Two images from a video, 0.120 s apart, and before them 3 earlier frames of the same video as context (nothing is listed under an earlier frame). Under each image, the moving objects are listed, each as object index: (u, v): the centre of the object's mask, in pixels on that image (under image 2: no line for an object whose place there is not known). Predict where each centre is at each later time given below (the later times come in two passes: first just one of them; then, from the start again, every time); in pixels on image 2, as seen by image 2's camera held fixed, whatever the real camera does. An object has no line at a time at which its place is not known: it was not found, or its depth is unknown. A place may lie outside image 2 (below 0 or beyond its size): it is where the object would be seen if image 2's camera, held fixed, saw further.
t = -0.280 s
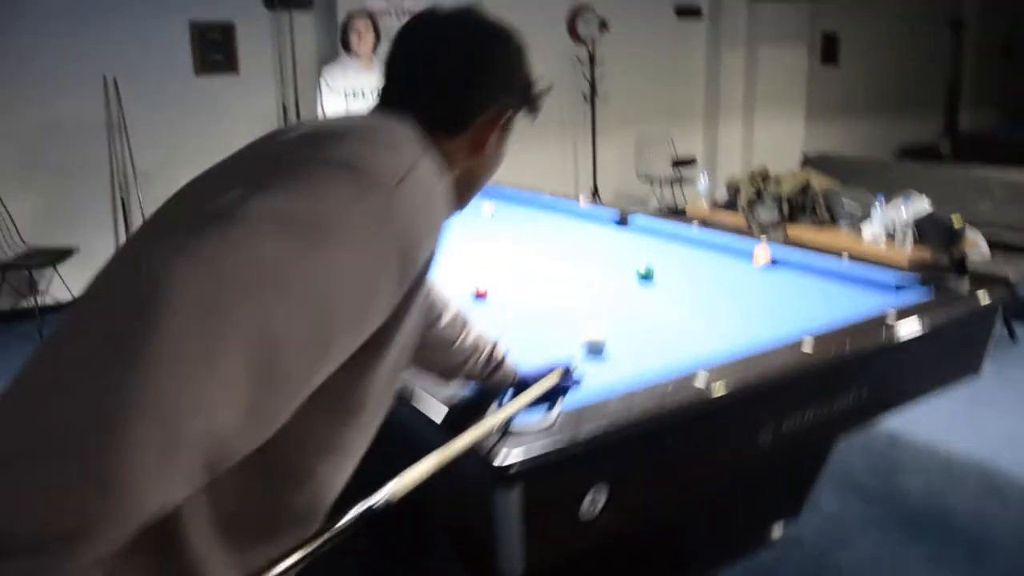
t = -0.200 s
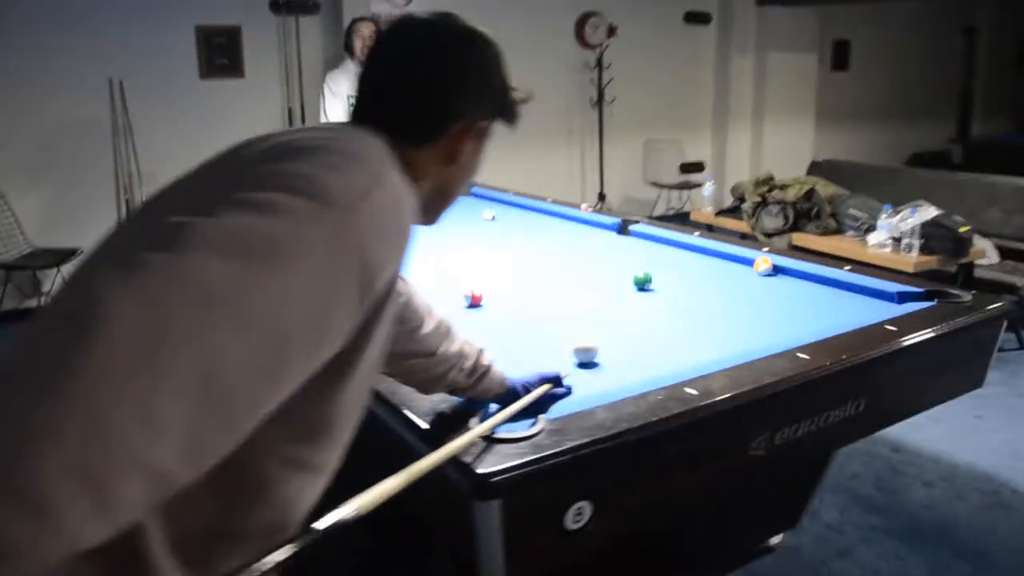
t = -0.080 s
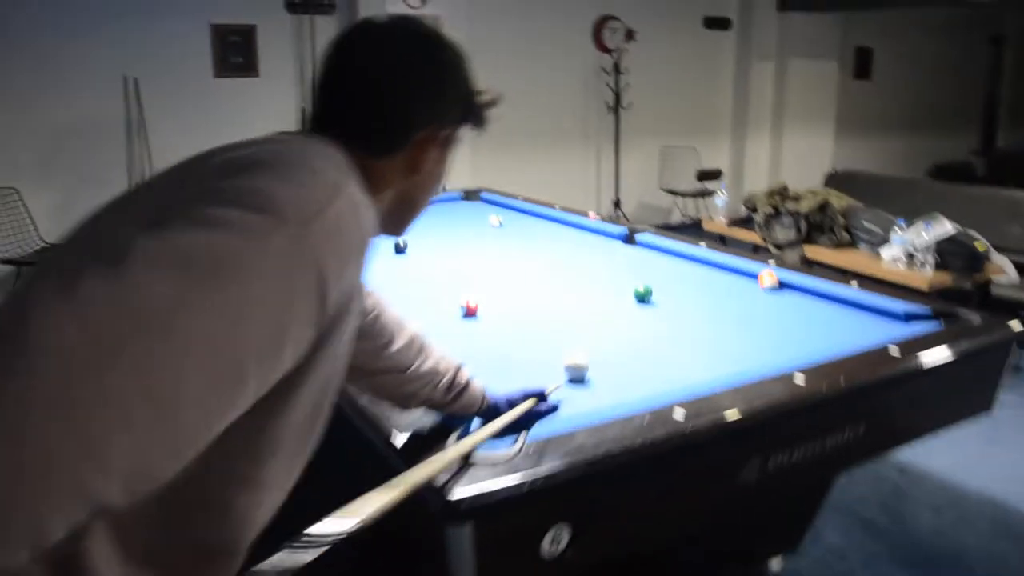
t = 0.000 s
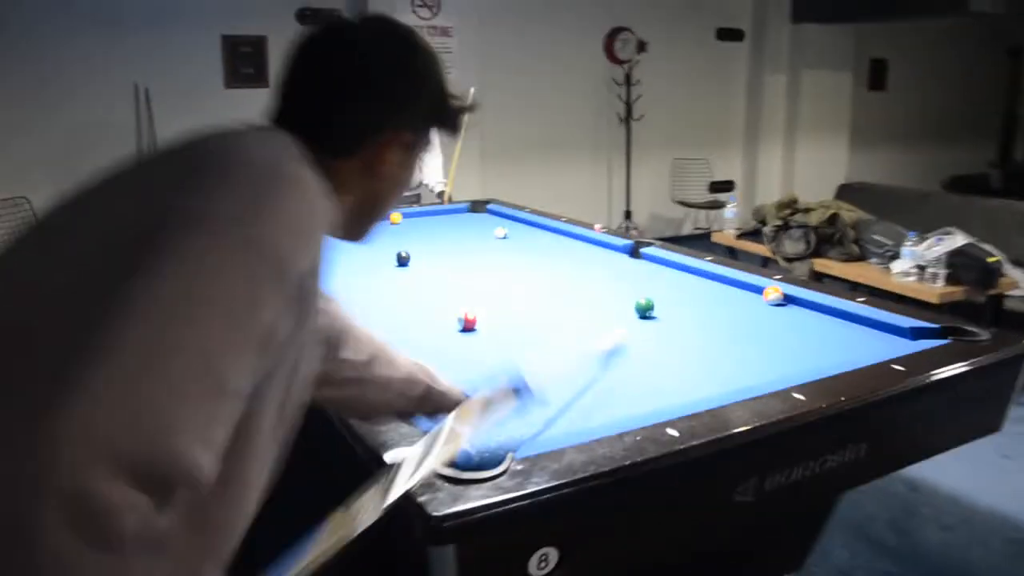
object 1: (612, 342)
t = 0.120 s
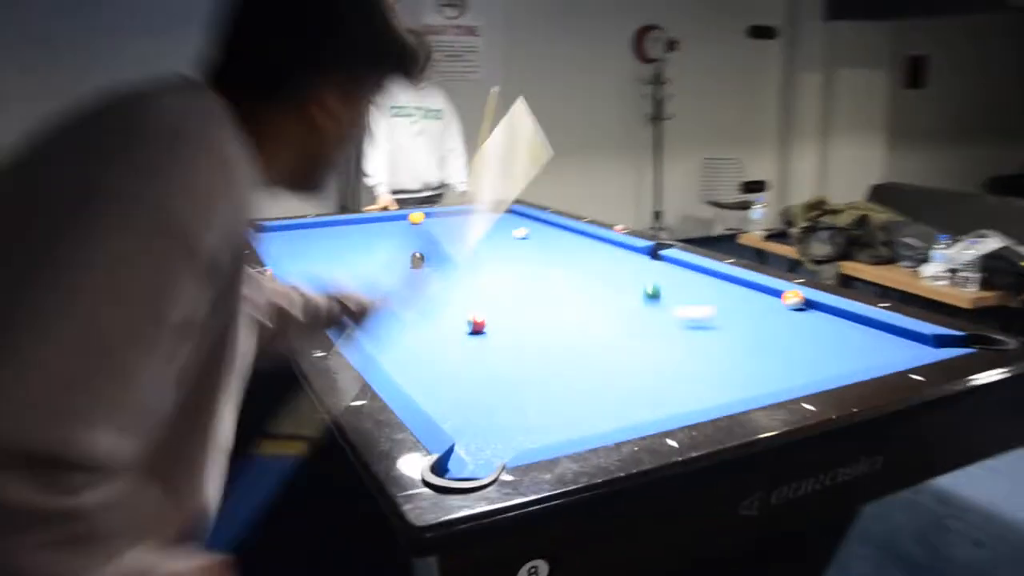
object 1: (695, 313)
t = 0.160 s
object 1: (719, 314)
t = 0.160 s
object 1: (719, 314)
